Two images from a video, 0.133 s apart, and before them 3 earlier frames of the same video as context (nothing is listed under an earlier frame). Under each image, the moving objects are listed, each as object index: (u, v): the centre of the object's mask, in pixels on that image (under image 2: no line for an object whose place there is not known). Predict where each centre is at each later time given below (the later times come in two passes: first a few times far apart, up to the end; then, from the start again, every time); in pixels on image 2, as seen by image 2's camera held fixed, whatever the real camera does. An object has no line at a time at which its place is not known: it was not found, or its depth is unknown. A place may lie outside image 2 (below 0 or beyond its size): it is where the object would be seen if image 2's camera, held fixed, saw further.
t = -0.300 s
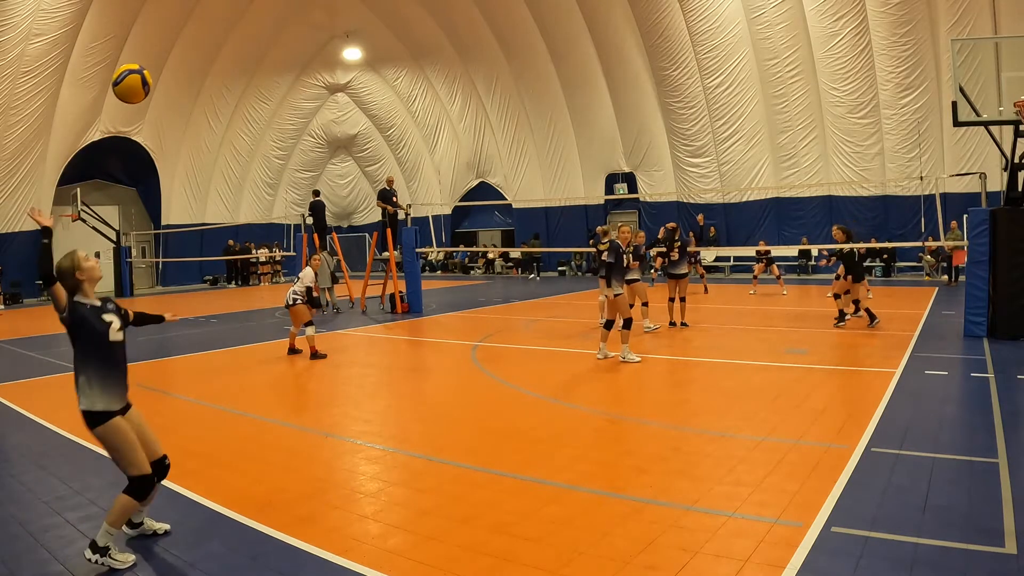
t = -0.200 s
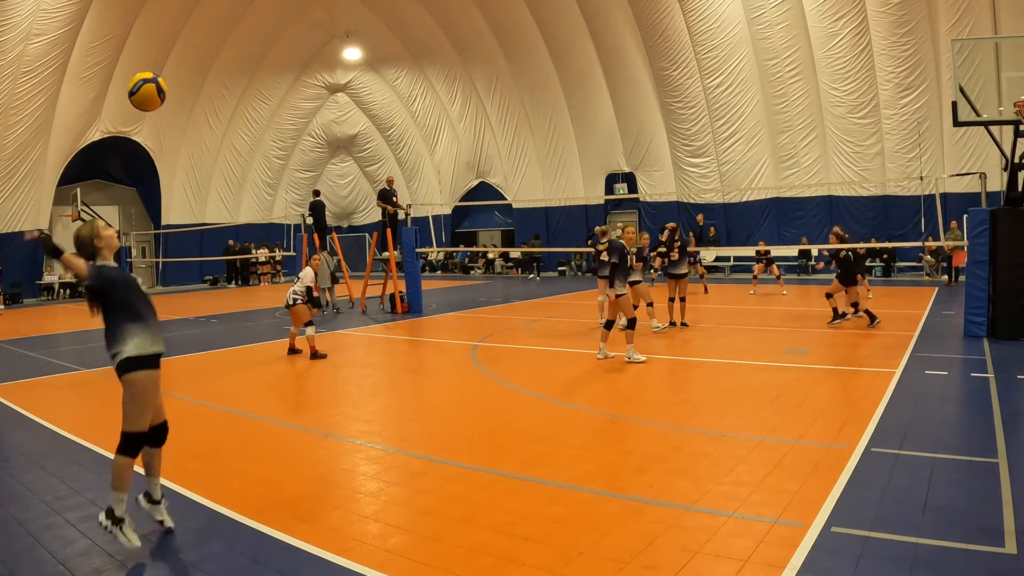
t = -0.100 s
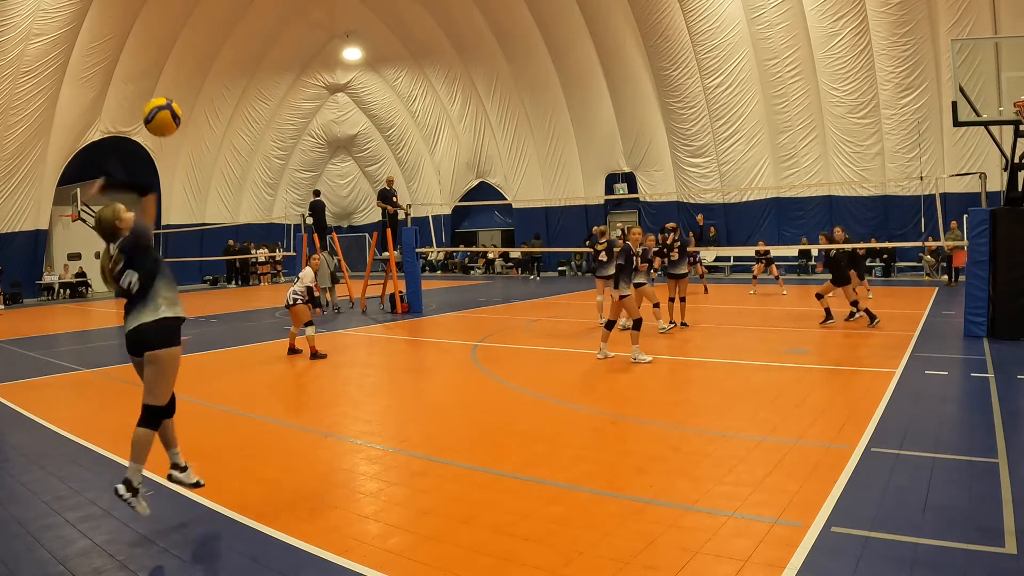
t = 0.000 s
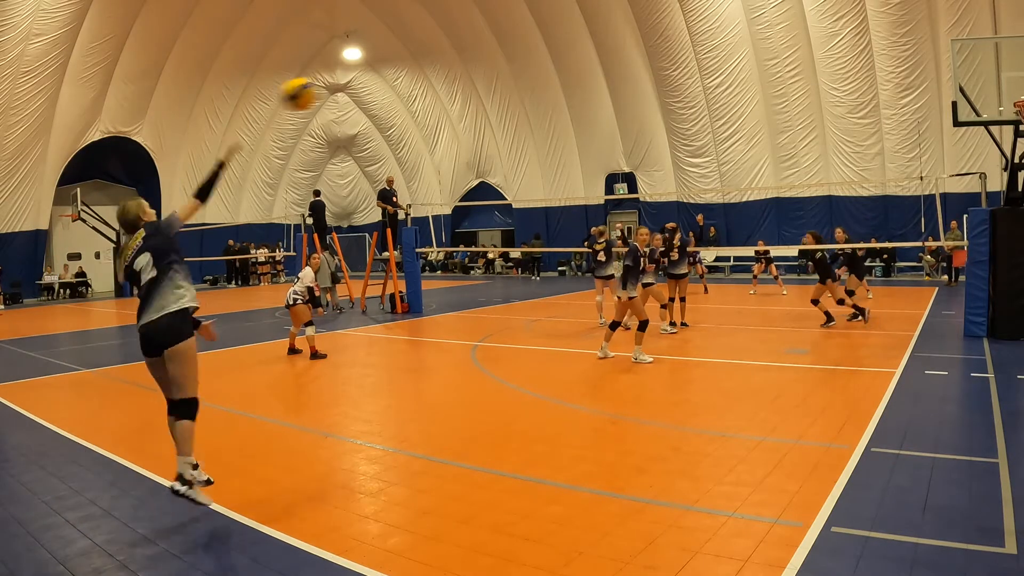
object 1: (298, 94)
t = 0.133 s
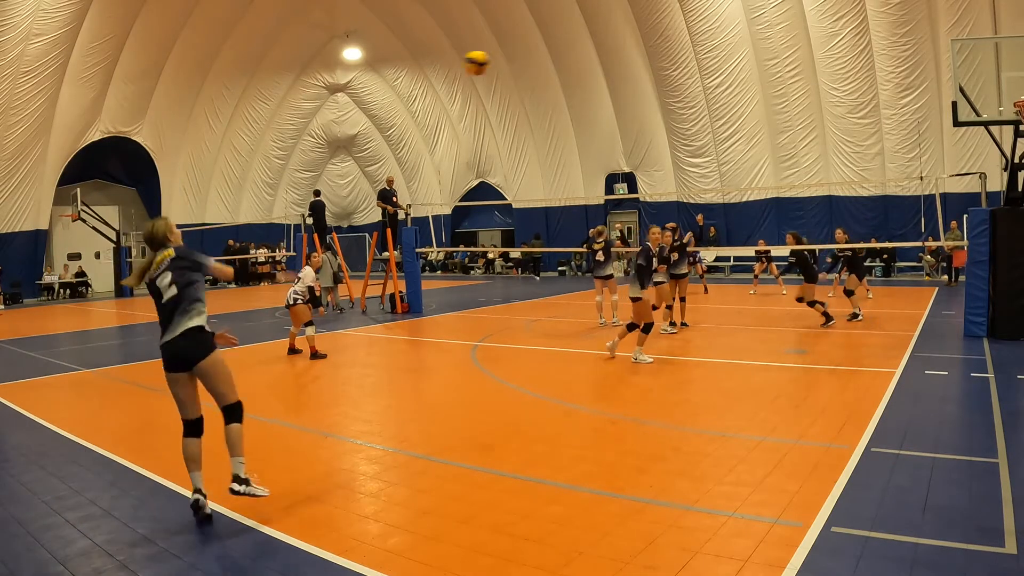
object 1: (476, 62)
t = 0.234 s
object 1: (555, 63)
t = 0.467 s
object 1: (659, 101)
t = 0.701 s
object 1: (716, 156)
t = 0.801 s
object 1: (733, 180)
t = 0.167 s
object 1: (507, 61)
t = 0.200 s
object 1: (532, 62)
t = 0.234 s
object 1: (555, 63)
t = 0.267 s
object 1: (575, 67)
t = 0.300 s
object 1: (592, 71)
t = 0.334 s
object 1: (608, 76)
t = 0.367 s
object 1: (622, 82)
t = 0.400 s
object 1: (636, 88)
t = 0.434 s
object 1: (648, 95)
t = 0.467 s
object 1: (659, 101)
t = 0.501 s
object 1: (669, 109)
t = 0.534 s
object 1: (679, 116)
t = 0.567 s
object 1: (688, 124)
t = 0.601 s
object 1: (696, 131)
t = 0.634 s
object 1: (703, 139)
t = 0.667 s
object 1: (710, 147)
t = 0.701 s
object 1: (716, 156)
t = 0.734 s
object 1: (722, 164)
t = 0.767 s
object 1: (728, 172)
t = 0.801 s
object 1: (733, 180)
